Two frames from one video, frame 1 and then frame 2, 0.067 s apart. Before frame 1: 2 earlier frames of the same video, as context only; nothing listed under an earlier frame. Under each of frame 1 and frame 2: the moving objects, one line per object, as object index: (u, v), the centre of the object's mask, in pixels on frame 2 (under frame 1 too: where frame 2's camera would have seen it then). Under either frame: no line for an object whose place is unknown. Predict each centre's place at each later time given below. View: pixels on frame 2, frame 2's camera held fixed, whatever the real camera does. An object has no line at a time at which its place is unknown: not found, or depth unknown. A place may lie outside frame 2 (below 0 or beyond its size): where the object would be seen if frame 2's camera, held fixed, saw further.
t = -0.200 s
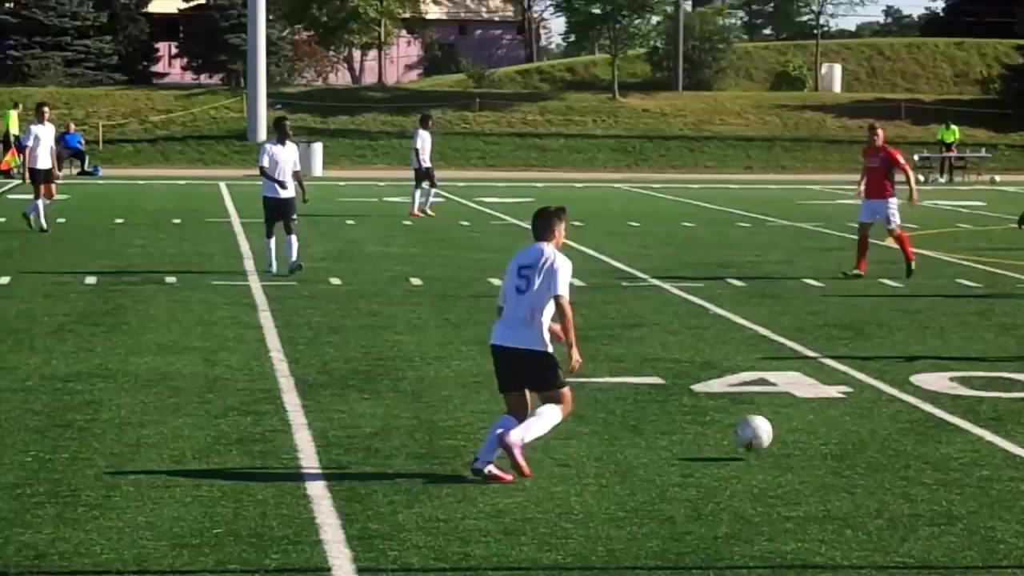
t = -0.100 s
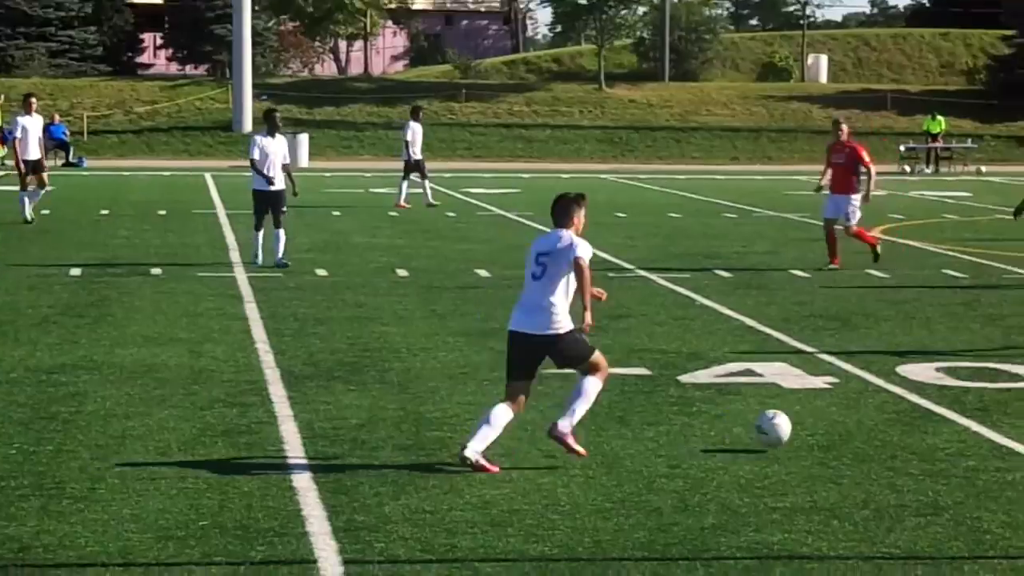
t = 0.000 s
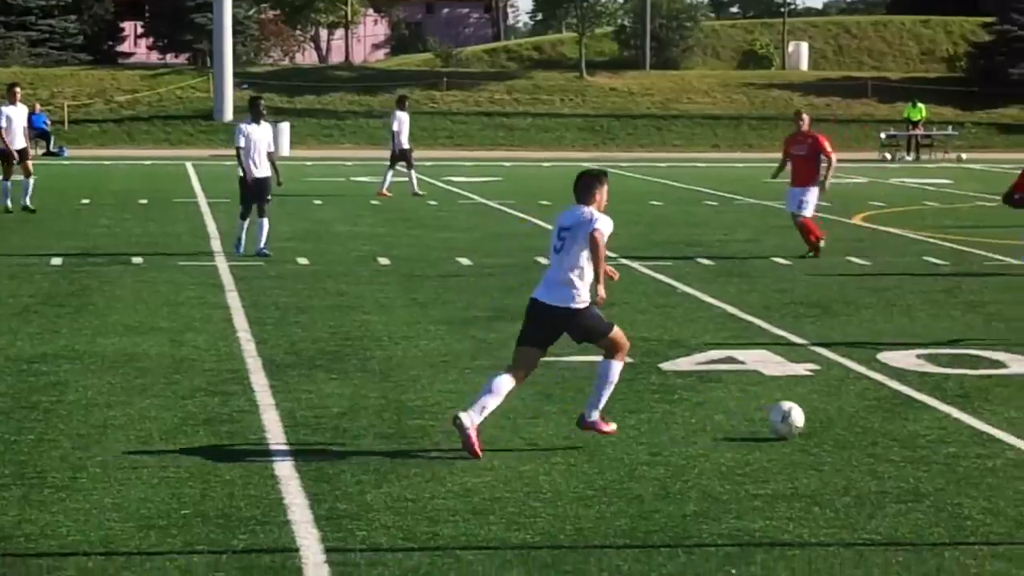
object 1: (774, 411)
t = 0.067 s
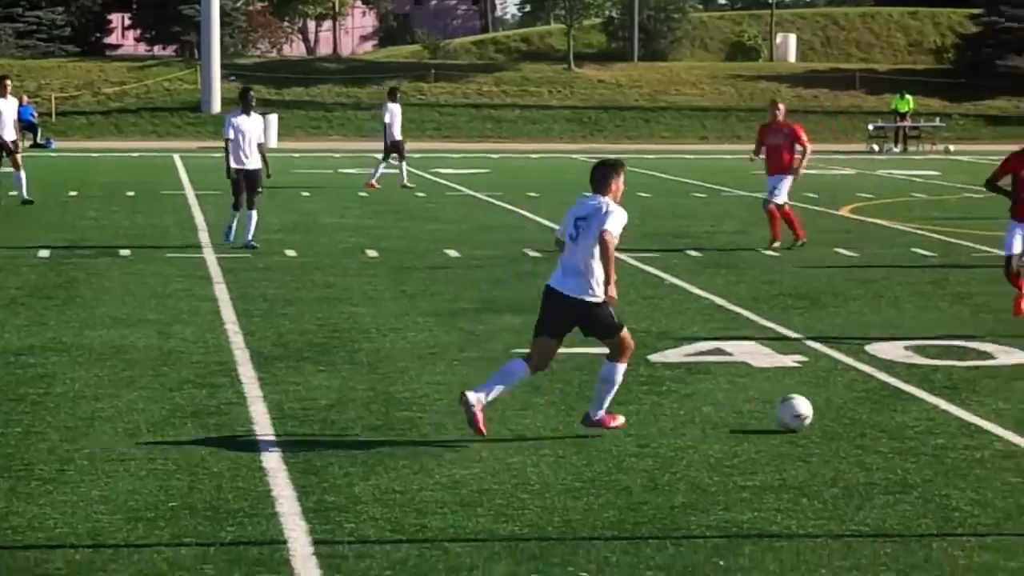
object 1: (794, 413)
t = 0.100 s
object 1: (804, 414)
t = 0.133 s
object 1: (815, 413)
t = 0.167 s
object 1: (824, 414)
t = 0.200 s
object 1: (834, 415)
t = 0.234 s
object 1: (844, 415)
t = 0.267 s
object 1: (854, 415)
